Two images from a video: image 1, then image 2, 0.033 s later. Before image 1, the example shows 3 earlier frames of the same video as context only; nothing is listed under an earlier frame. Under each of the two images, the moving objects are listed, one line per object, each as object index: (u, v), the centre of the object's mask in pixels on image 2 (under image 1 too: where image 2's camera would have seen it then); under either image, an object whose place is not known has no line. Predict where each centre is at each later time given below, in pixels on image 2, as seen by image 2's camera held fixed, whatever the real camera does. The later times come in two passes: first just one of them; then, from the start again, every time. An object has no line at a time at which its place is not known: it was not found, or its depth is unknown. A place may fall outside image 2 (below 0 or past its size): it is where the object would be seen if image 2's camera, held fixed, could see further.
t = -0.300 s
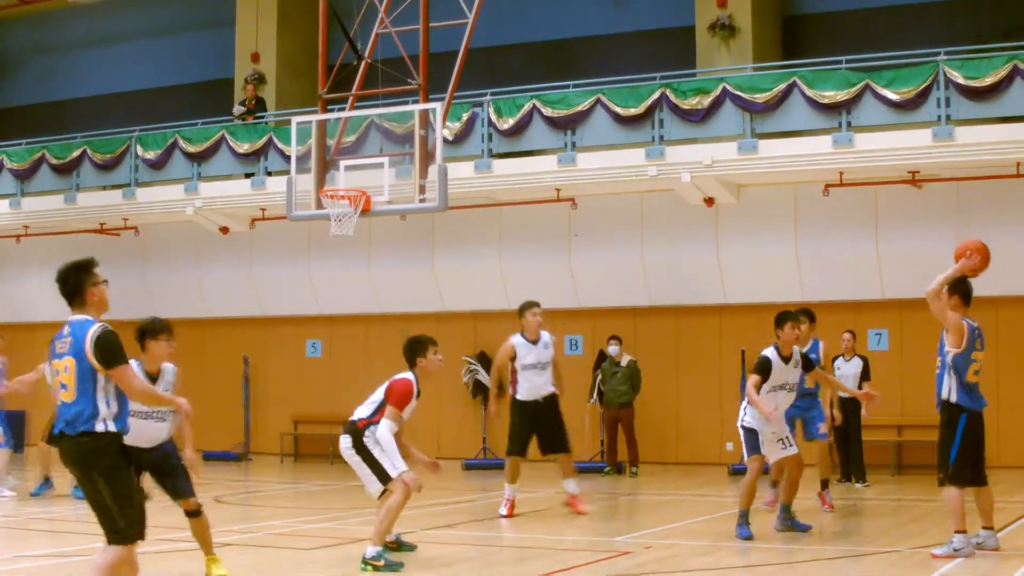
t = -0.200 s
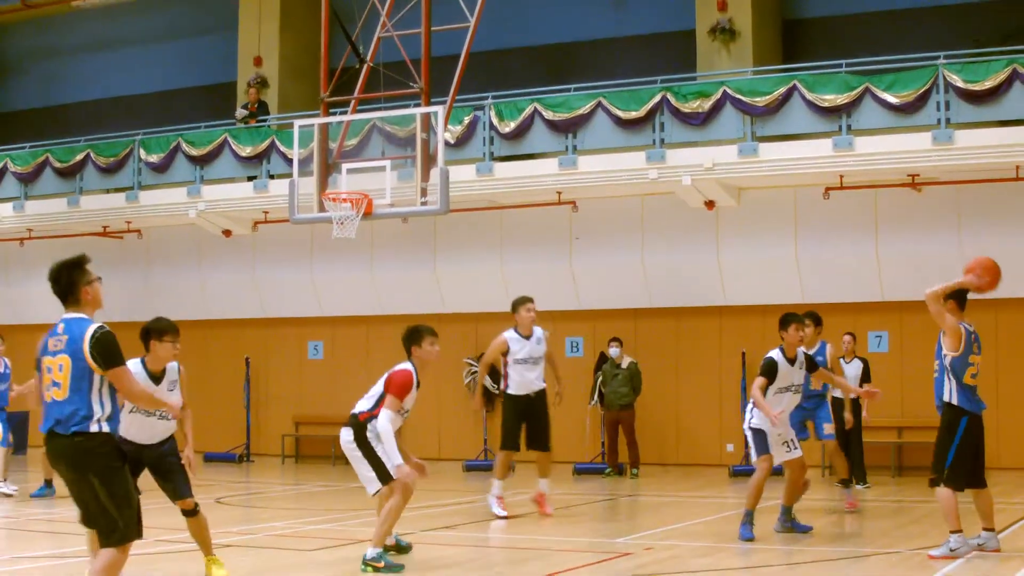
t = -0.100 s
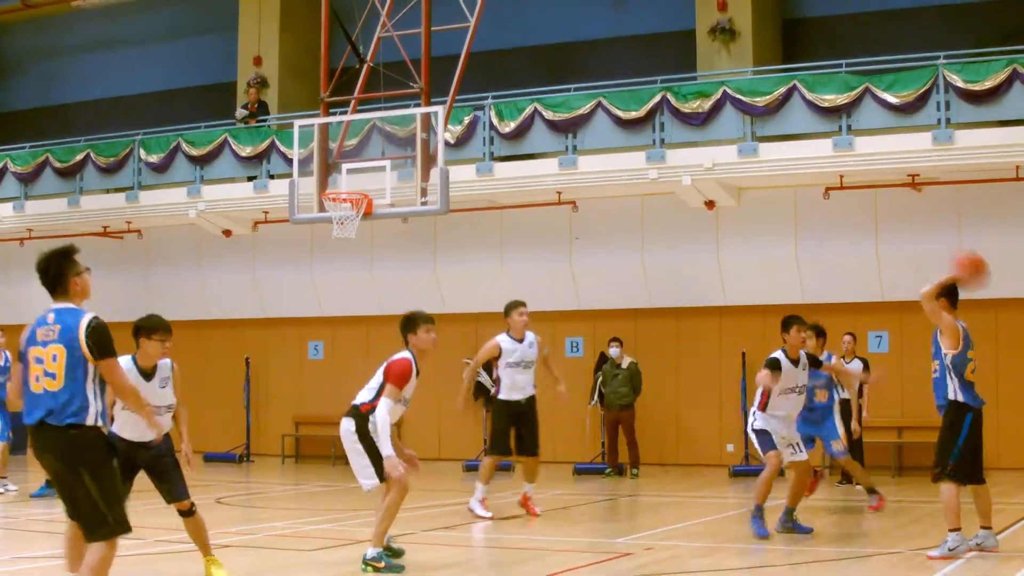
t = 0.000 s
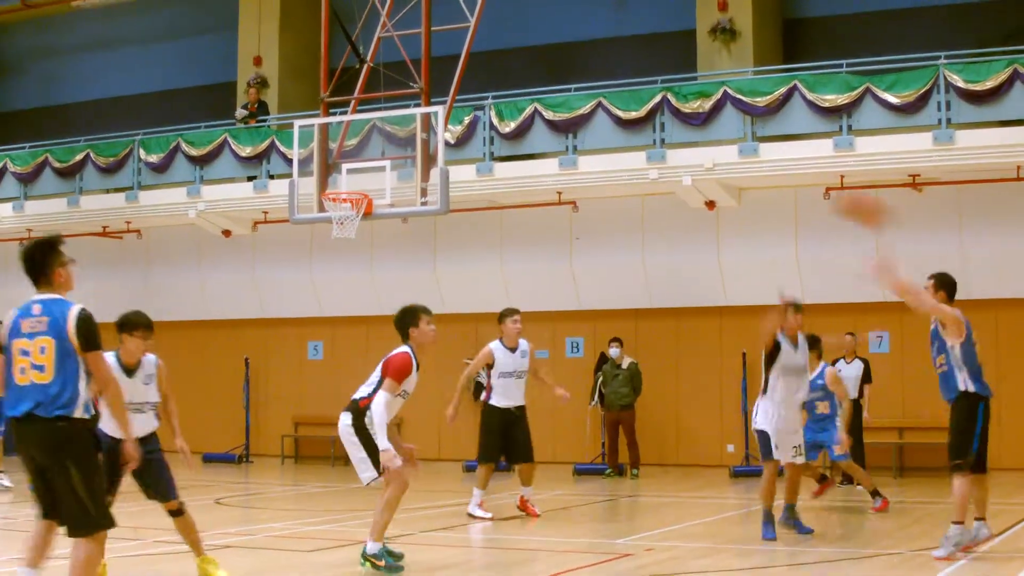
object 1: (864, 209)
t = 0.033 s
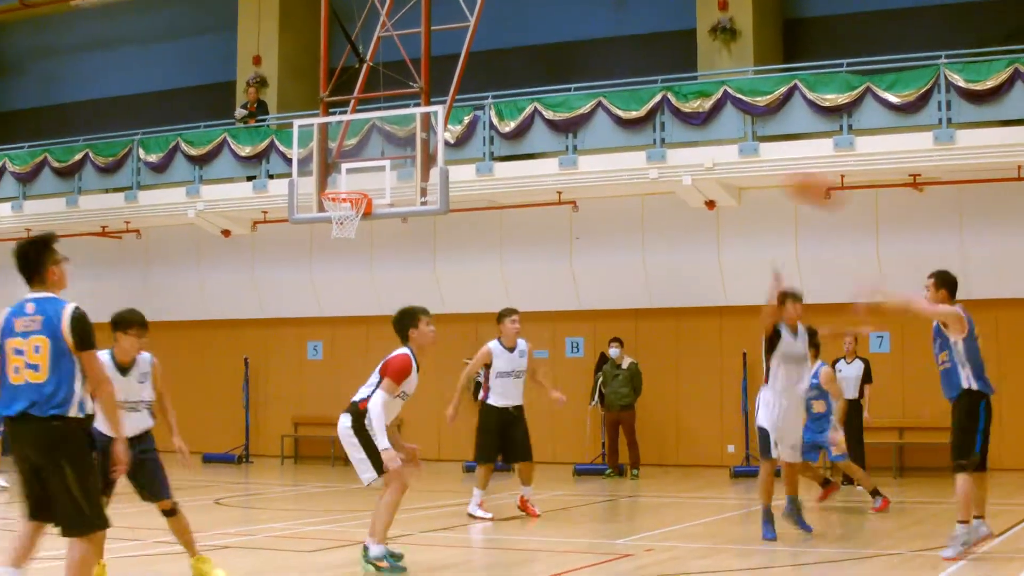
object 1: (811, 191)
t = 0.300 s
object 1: (438, 96)
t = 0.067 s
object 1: (765, 174)
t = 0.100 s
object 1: (717, 155)
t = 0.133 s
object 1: (666, 136)
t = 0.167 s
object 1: (626, 130)
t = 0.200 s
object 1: (572, 122)
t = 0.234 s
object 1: (524, 112)
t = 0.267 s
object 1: (485, 105)
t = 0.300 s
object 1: (438, 96)
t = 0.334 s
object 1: (393, 96)
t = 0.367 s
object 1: (352, 96)
